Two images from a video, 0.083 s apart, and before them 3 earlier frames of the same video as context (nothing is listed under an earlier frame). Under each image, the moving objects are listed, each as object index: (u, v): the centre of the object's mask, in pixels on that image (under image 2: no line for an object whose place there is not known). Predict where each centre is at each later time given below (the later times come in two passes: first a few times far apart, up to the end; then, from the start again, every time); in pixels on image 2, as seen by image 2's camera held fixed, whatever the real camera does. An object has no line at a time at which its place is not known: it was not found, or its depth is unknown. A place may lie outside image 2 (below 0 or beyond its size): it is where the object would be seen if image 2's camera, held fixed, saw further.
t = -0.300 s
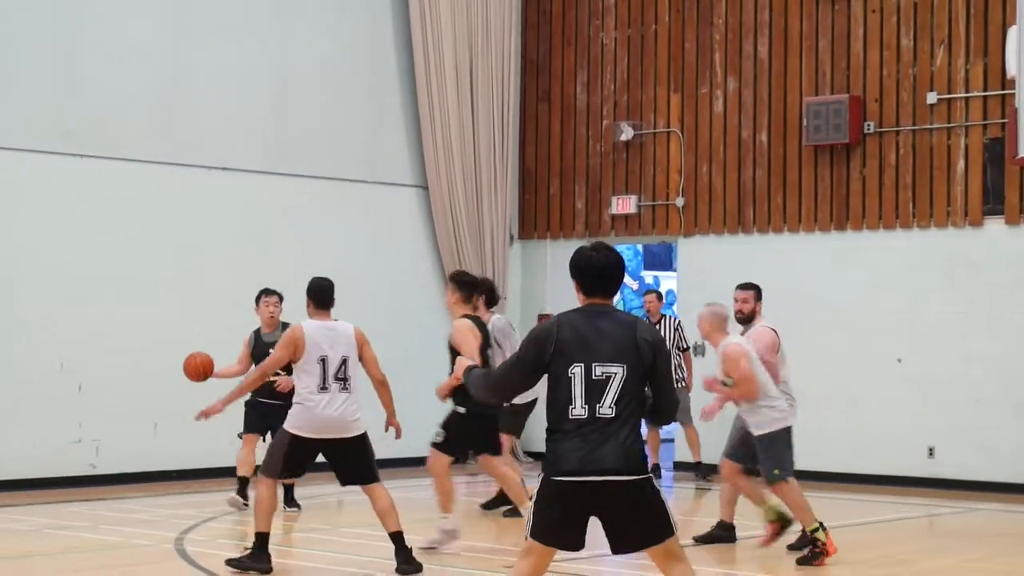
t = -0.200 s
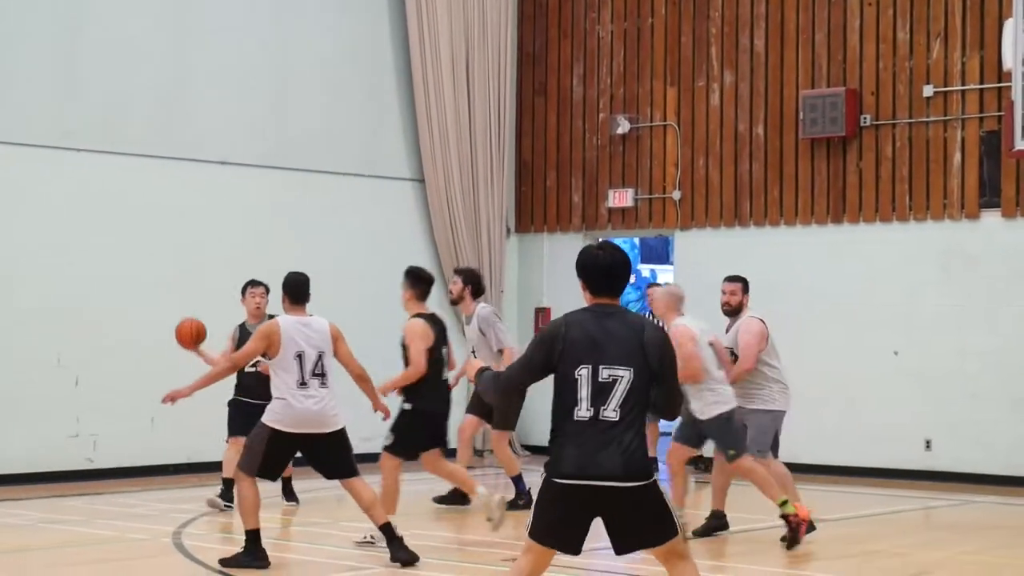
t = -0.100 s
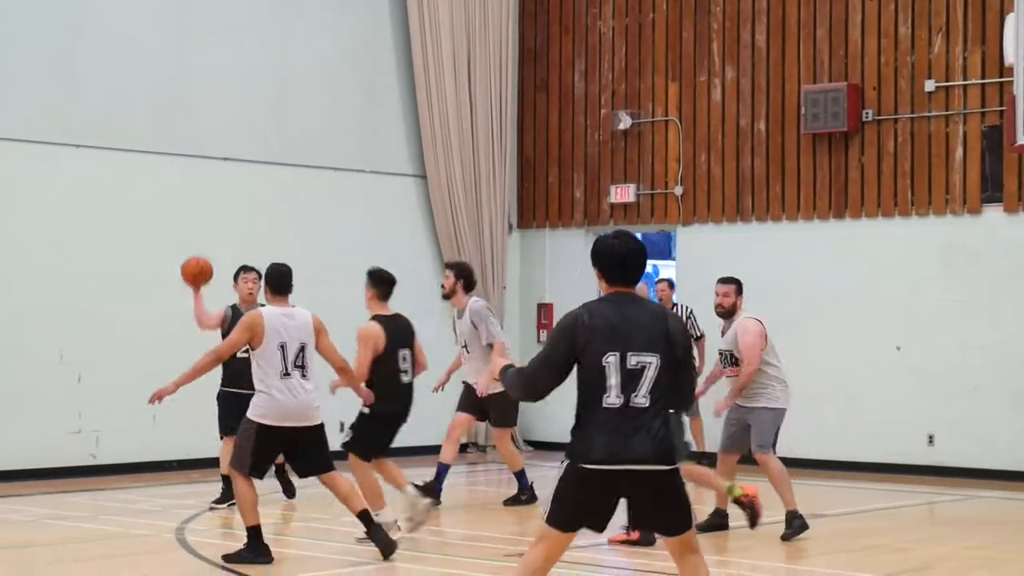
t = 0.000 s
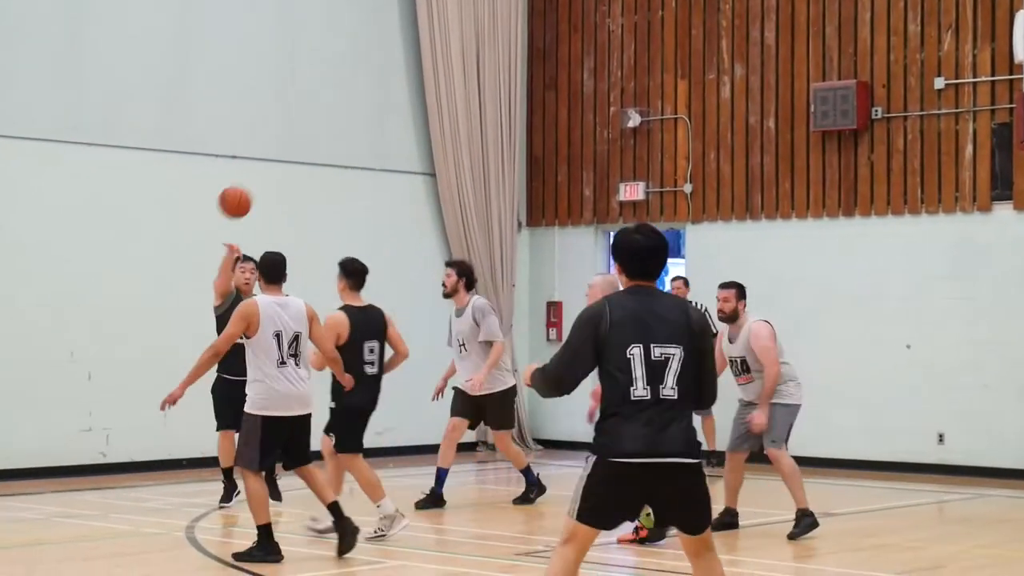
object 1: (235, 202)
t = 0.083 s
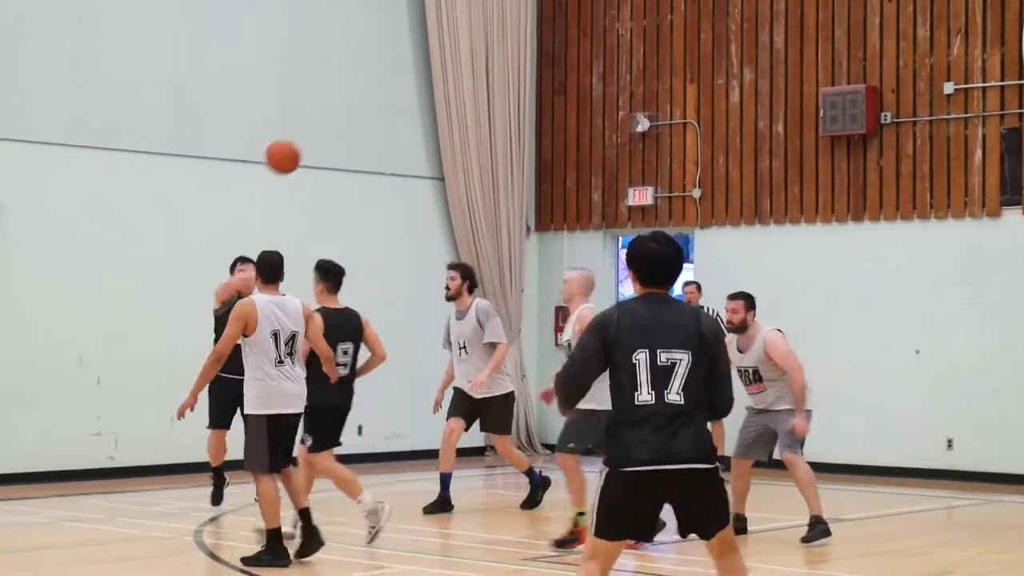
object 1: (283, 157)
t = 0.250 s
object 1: (370, 73)
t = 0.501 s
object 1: (541, 0)
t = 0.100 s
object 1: (291, 148)
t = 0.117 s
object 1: (299, 139)
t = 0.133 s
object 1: (308, 130)
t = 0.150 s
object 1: (317, 121)
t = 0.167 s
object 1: (325, 113)
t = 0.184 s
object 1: (333, 104)
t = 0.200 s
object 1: (342, 96)
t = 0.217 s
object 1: (352, 88)
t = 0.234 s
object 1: (361, 80)
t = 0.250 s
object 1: (370, 73)
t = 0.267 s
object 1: (380, 66)
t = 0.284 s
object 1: (391, 59)
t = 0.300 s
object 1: (401, 52)
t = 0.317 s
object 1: (411, 46)
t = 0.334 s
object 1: (421, 41)
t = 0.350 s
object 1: (432, 35)
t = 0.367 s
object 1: (443, 30)
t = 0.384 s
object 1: (455, 25)
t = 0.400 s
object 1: (466, 20)
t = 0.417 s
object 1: (478, 16)
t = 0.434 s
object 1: (490, 12)
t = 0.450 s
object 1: (502, 8)
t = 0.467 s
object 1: (515, 5)
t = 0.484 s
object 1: (528, 2)
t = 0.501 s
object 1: (541, 0)
